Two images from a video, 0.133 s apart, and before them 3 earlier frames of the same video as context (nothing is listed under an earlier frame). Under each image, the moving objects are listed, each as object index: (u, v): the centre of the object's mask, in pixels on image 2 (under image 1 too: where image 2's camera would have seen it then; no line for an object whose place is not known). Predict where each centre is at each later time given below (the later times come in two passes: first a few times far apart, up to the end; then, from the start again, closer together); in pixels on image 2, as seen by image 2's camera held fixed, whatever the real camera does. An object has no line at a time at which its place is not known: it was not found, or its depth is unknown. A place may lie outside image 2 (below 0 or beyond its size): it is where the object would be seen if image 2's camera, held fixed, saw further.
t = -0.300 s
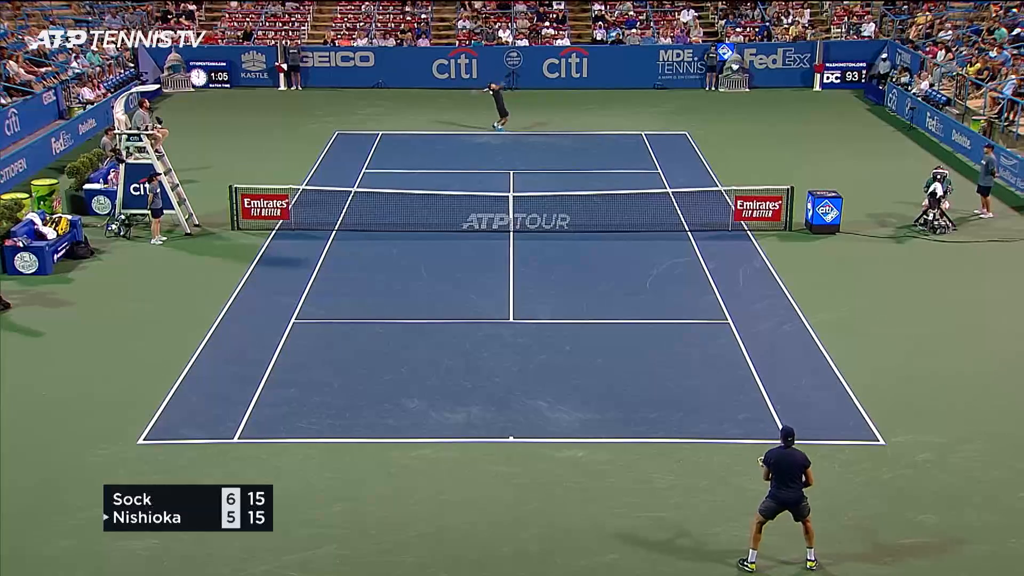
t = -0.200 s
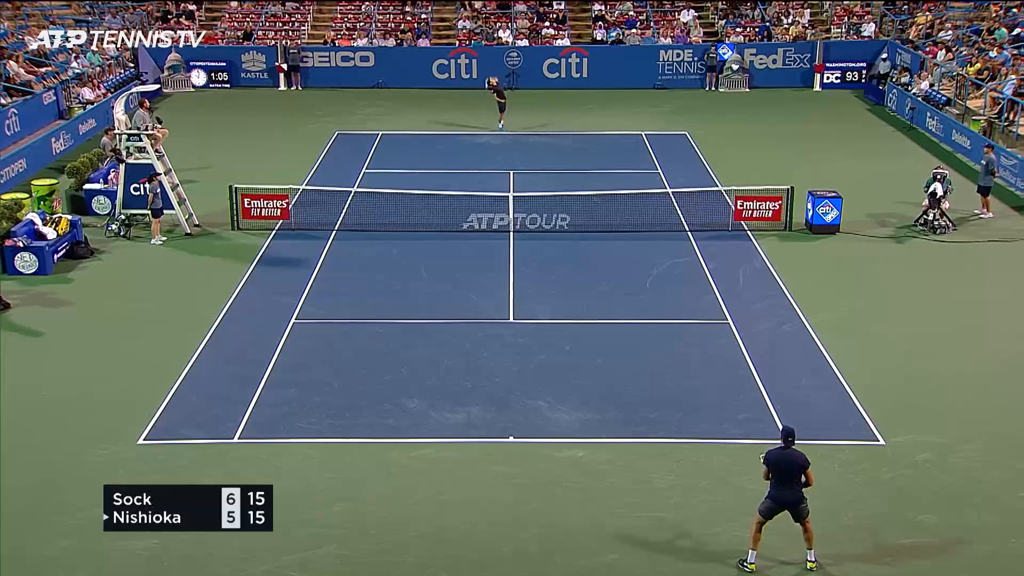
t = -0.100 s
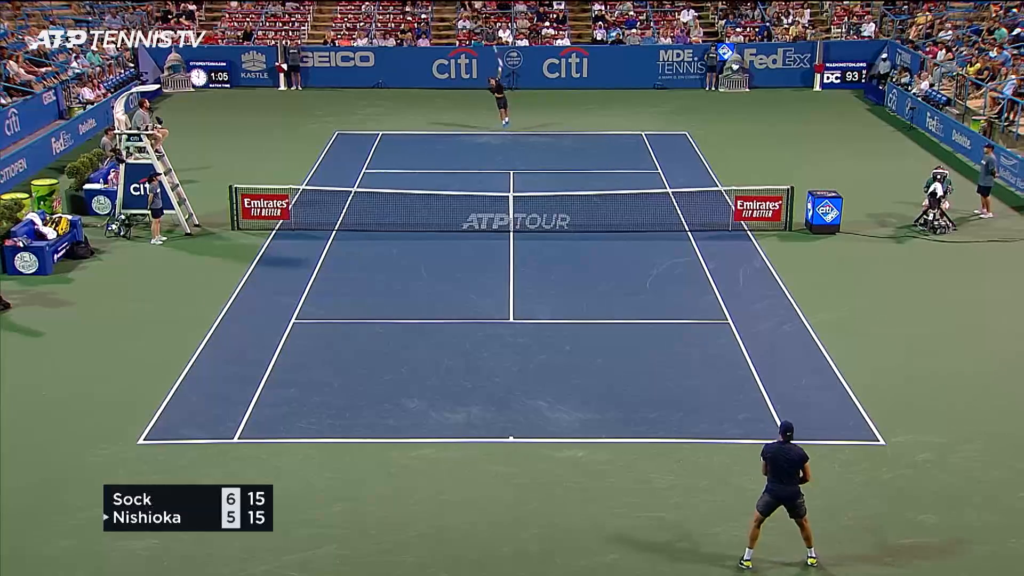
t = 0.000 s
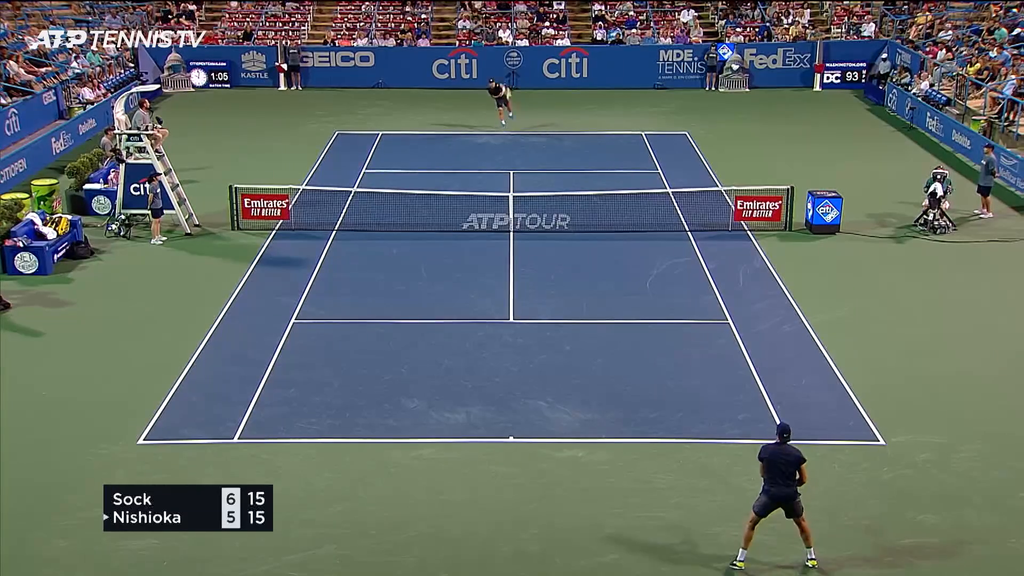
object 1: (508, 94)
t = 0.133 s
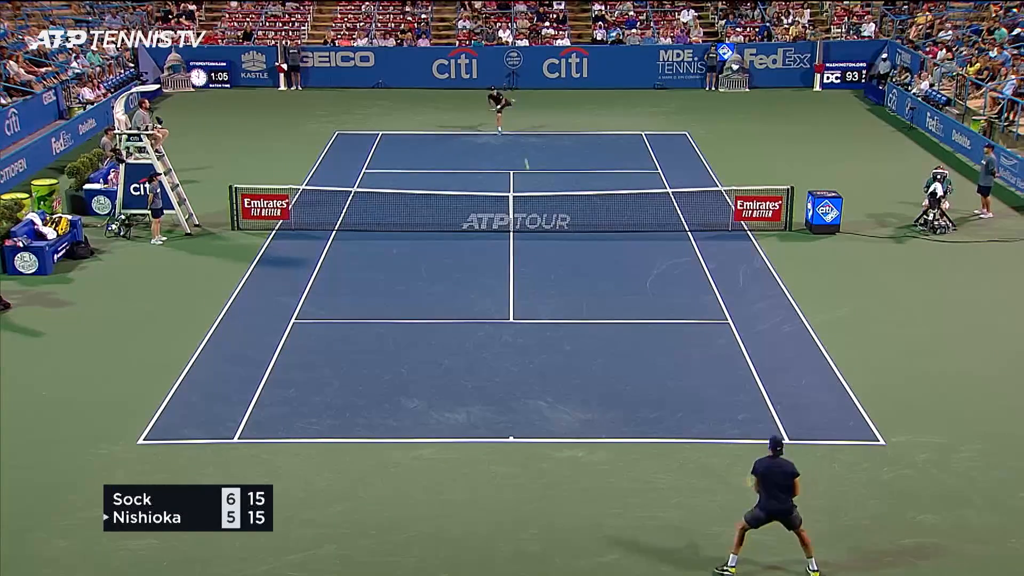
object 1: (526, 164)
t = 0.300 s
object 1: (547, 287)
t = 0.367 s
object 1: (550, 301)
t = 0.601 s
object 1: (576, 359)
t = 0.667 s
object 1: (583, 387)
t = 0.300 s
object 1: (547, 287)
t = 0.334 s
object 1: (548, 300)
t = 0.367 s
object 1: (550, 301)
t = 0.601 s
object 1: (576, 359)
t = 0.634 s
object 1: (578, 365)
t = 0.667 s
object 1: (583, 387)
